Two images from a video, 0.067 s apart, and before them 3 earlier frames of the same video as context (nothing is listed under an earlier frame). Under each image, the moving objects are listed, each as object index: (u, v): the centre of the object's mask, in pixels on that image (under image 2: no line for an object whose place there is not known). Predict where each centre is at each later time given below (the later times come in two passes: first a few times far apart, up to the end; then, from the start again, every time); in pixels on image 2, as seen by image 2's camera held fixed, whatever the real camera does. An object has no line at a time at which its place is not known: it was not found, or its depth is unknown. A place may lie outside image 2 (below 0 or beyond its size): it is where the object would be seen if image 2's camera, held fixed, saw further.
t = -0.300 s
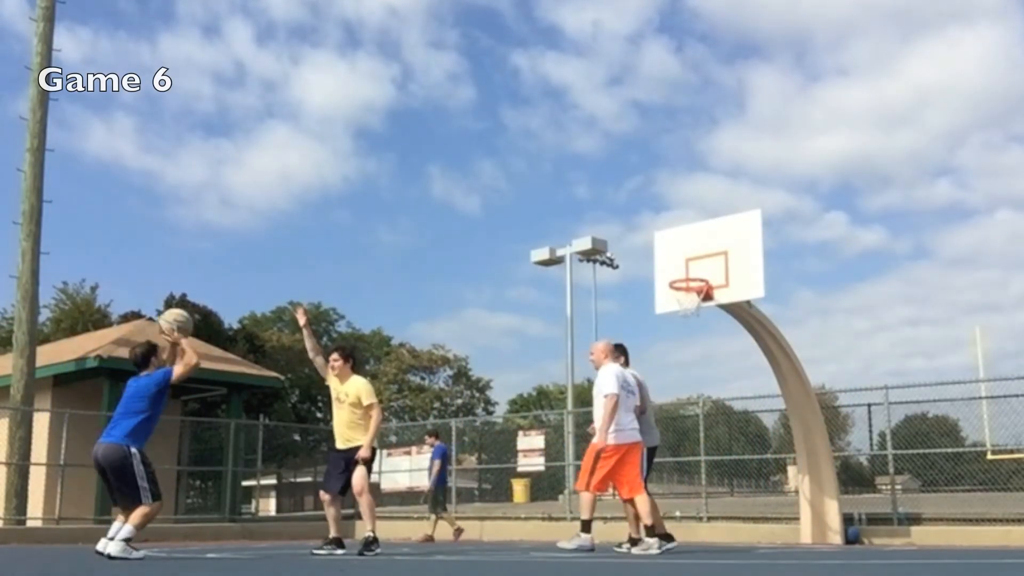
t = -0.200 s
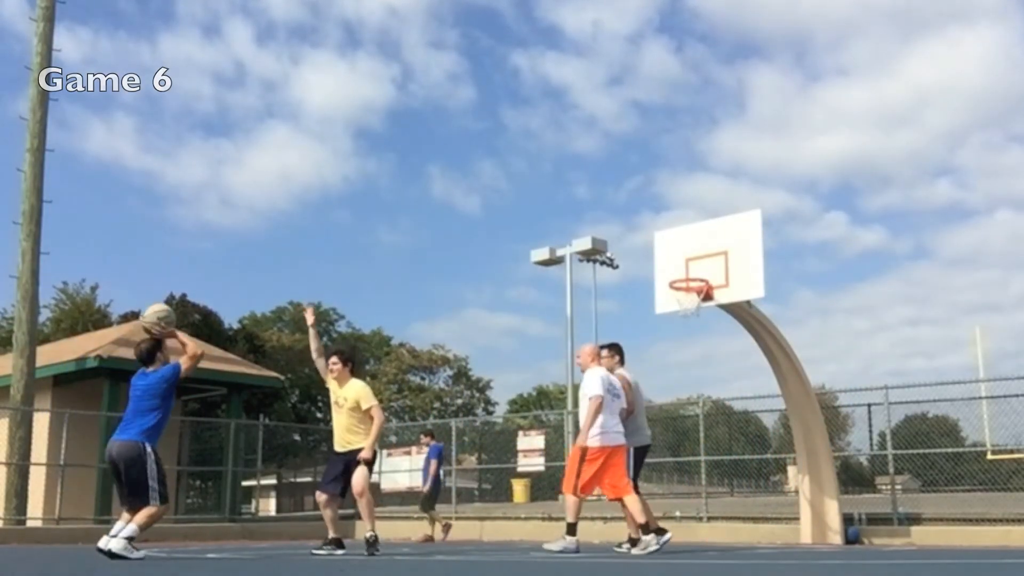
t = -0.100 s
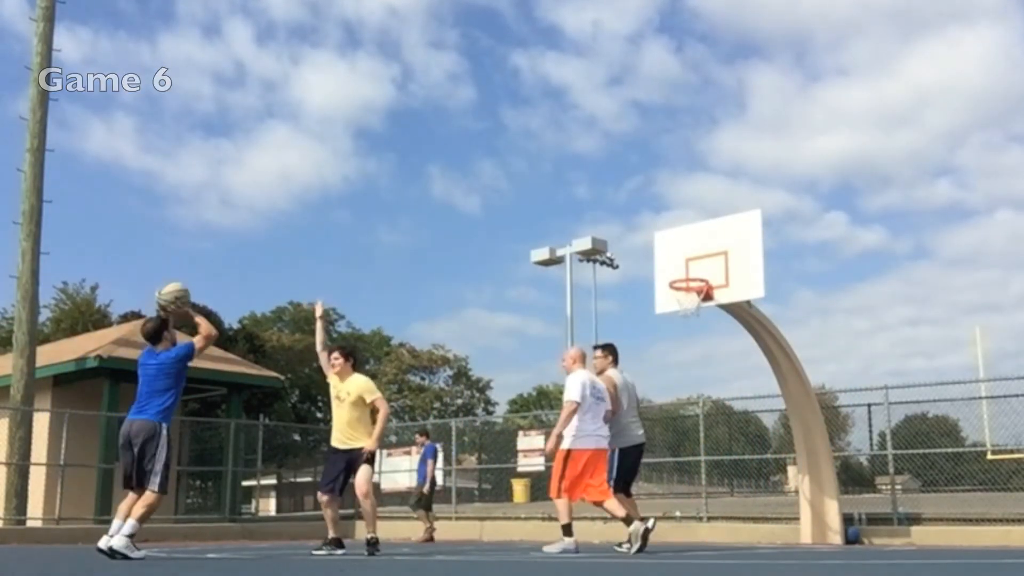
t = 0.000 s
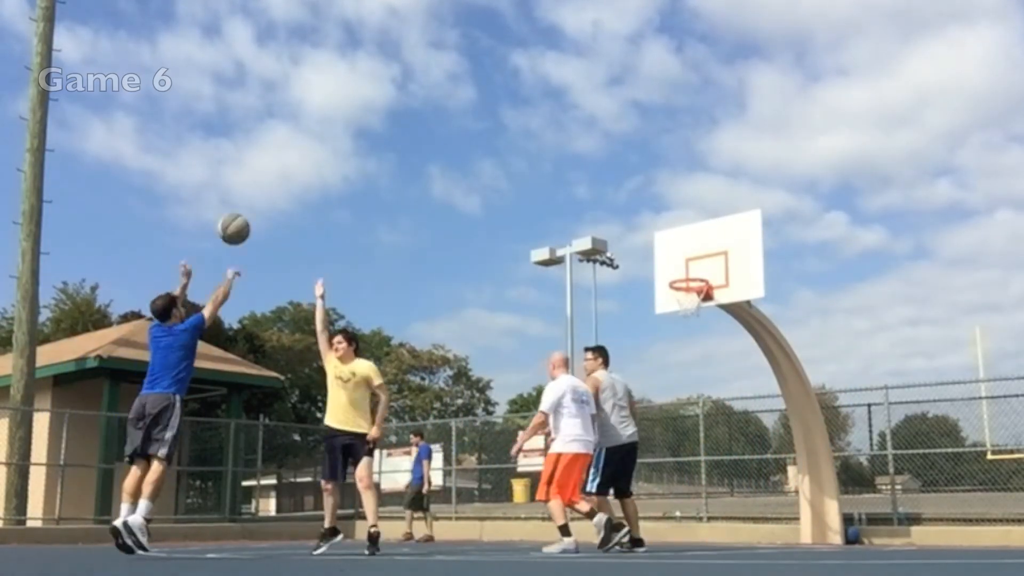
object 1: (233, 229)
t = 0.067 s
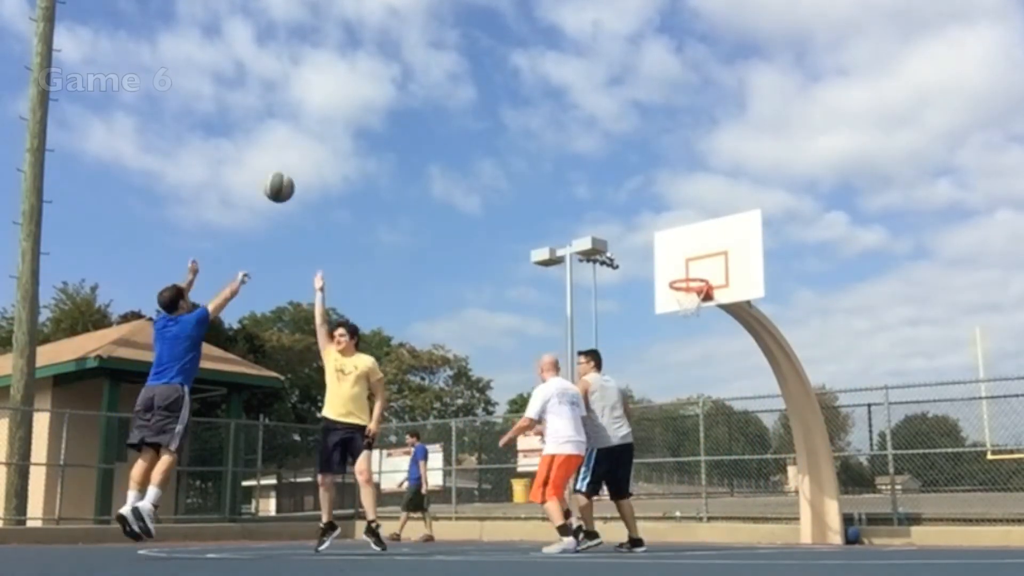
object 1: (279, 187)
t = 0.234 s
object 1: (375, 119)
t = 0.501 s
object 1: (494, 86)
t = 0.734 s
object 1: (577, 112)
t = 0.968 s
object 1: (646, 176)
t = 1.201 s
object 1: (697, 267)
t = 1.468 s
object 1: (699, 300)
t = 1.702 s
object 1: (700, 322)
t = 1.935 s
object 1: (702, 386)
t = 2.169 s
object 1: (704, 496)
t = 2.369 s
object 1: (696, 483)
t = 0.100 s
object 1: (300, 170)
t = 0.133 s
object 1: (320, 155)
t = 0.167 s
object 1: (339, 141)
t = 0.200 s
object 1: (357, 130)
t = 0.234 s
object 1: (375, 119)
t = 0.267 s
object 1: (392, 111)
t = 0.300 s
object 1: (408, 103)
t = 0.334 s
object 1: (424, 98)
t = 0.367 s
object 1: (439, 93)
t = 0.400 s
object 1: (454, 89)
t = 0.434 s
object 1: (468, 87)
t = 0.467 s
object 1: (481, 86)
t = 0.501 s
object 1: (494, 86)
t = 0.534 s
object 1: (507, 87)
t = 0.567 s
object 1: (520, 88)
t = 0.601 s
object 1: (532, 91)
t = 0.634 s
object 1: (544, 95)
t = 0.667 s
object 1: (555, 100)
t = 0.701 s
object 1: (566, 105)
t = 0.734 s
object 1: (577, 112)
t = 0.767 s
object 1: (588, 118)
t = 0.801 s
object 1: (598, 126)
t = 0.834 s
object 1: (608, 134)
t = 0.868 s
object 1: (617, 144)
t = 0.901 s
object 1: (627, 154)
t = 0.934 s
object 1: (637, 164)
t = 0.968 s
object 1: (646, 176)
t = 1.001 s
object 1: (655, 188)
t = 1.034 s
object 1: (664, 200)
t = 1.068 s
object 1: (673, 214)
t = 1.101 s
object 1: (681, 227)
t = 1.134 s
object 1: (690, 242)
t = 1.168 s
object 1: (698, 257)
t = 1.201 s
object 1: (697, 267)
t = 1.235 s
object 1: (690, 273)
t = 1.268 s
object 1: (683, 283)
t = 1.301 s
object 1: (685, 291)
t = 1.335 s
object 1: (691, 299)
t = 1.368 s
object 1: (697, 303)
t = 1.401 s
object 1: (697, 301)
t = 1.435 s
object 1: (699, 300)
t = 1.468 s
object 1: (699, 300)
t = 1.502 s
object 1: (699, 299)
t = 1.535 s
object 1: (700, 300)
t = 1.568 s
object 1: (699, 302)
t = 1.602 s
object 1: (699, 305)
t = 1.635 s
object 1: (699, 309)
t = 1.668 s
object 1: (699, 315)
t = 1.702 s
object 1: (700, 322)
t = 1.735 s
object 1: (701, 327)
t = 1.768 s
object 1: (700, 335)
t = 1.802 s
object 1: (701, 344)
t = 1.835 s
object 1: (701, 353)
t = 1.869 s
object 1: (701, 363)
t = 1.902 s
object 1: (701, 374)
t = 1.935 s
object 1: (702, 386)
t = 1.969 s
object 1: (701, 399)
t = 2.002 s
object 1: (701, 411)
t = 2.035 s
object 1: (701, 426)
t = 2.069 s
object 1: (702, 442)
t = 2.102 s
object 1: (703, 458)
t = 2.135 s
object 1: (704, 477)
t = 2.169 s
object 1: (704, 496)
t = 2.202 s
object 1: (705, 515)
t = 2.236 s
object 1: (708, 537)
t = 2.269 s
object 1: (704, 525)
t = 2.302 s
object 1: (701, 510)
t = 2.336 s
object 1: (699, 496)
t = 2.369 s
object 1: (696, 483)
